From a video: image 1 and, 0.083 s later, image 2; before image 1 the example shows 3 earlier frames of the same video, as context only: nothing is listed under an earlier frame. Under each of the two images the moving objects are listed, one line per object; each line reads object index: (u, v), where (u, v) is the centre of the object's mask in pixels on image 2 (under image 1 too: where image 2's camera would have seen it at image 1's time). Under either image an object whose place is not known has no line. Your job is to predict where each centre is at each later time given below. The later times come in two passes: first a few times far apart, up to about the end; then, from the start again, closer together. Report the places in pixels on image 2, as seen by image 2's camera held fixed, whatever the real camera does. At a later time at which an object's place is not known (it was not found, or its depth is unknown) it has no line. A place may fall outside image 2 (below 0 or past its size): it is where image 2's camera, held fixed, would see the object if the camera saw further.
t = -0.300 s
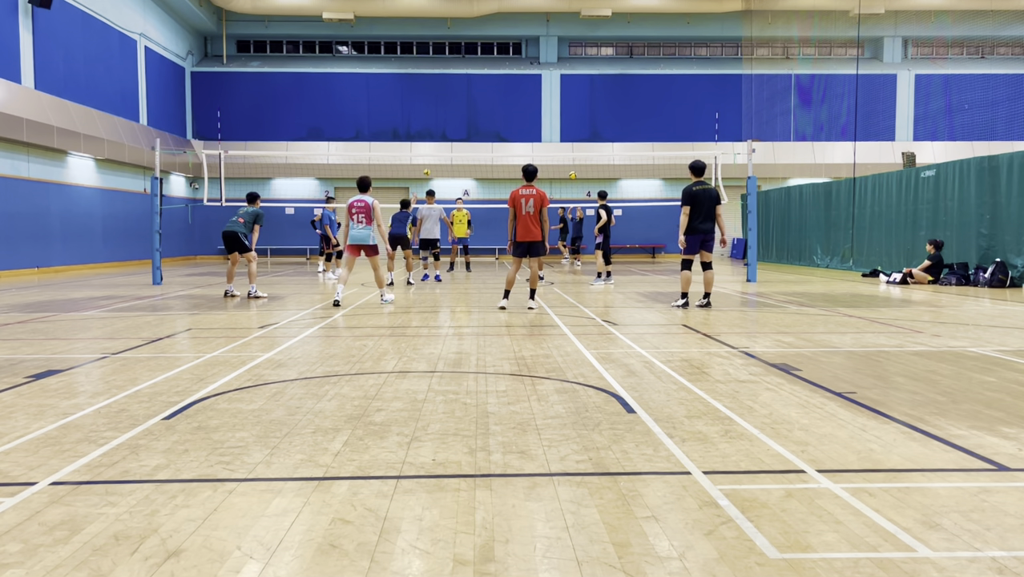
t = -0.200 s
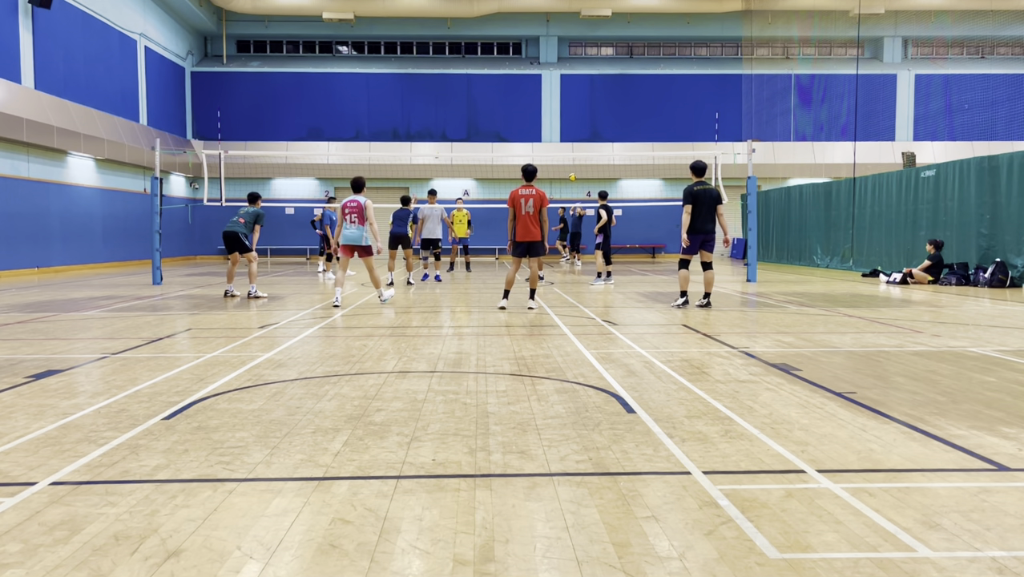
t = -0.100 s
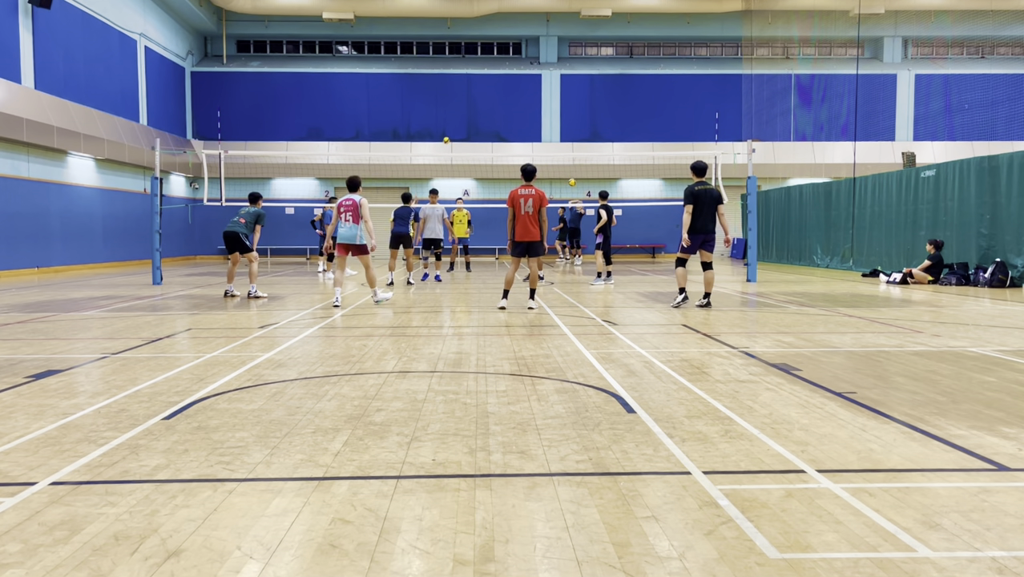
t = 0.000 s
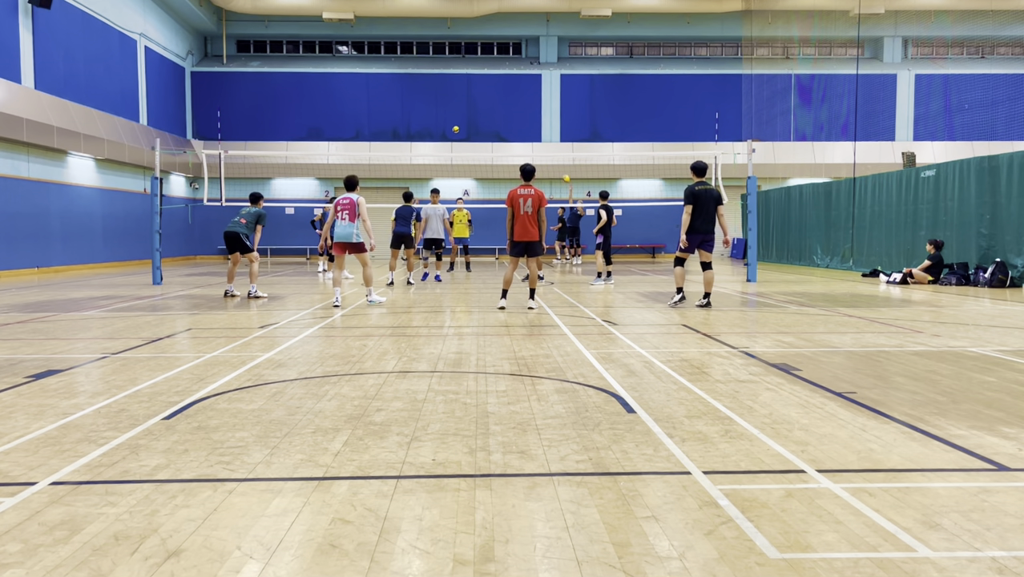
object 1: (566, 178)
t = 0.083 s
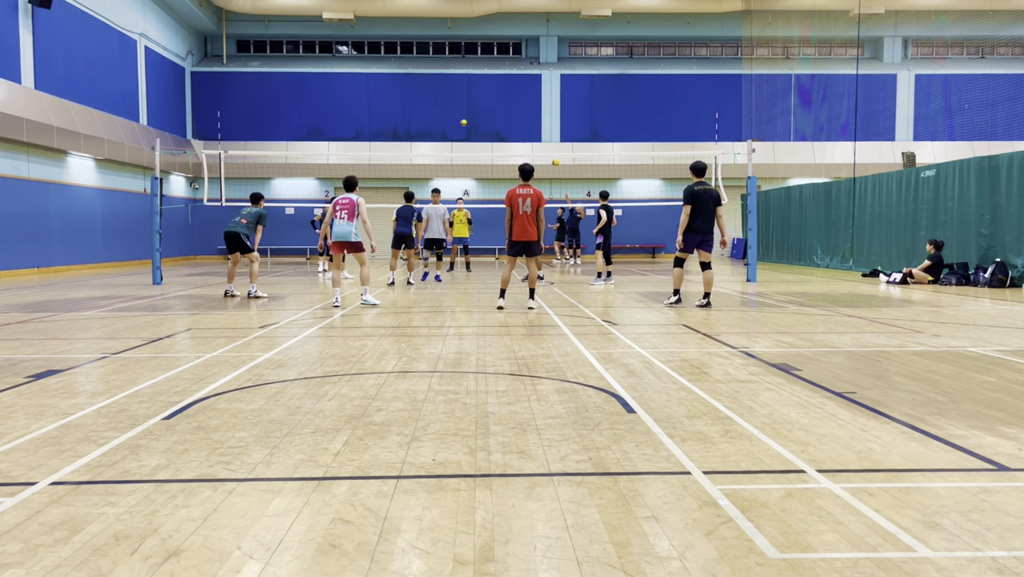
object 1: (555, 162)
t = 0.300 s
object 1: (523, 127)
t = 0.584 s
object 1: (477, 104)
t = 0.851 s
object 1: (424, 111)
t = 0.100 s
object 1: (553, 160)
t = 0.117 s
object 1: (550, 158)
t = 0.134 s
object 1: (548, 151)
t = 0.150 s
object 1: (545, 150)
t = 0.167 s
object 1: (543, 147)
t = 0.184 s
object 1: (540, 144)
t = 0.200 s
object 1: (538, 141)
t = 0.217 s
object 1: (535, 139)
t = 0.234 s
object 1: (533, 136)
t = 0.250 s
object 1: (530, 134)
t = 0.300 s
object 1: (523, 127)
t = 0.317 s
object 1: (520, 125)
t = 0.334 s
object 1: (518, 123)
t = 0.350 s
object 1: (515, 121)
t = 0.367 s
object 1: (512, 119)
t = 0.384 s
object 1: (510, 118)
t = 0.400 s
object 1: (507, 116)
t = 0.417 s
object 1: (504, 114)
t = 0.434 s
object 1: (502, 113)
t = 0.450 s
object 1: (499, 112)
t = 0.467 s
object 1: (496, 111)
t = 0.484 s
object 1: (494, 110)
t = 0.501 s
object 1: (491, 108)
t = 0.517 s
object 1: (488, 107)
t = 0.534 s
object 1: (485, 106)
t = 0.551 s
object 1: (483, 106)
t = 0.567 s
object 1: (480, 105)
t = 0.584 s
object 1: (477, 104)
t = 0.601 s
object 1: (474, 104)
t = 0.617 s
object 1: (471, 103)
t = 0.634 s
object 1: (468, 103)
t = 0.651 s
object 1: (465, 103)
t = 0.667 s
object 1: (462, 102)
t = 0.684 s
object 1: (459, 103)
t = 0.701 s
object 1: (456, 103)
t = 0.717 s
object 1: (452, 103)
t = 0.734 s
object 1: (449, 104)
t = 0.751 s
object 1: (446, 104)
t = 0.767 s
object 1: (442, 105)
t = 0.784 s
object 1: (439, 106)
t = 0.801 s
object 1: (435, 107)
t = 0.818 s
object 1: (431, 108)
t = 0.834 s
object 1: (428, 109)
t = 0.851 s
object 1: (424, 111)
